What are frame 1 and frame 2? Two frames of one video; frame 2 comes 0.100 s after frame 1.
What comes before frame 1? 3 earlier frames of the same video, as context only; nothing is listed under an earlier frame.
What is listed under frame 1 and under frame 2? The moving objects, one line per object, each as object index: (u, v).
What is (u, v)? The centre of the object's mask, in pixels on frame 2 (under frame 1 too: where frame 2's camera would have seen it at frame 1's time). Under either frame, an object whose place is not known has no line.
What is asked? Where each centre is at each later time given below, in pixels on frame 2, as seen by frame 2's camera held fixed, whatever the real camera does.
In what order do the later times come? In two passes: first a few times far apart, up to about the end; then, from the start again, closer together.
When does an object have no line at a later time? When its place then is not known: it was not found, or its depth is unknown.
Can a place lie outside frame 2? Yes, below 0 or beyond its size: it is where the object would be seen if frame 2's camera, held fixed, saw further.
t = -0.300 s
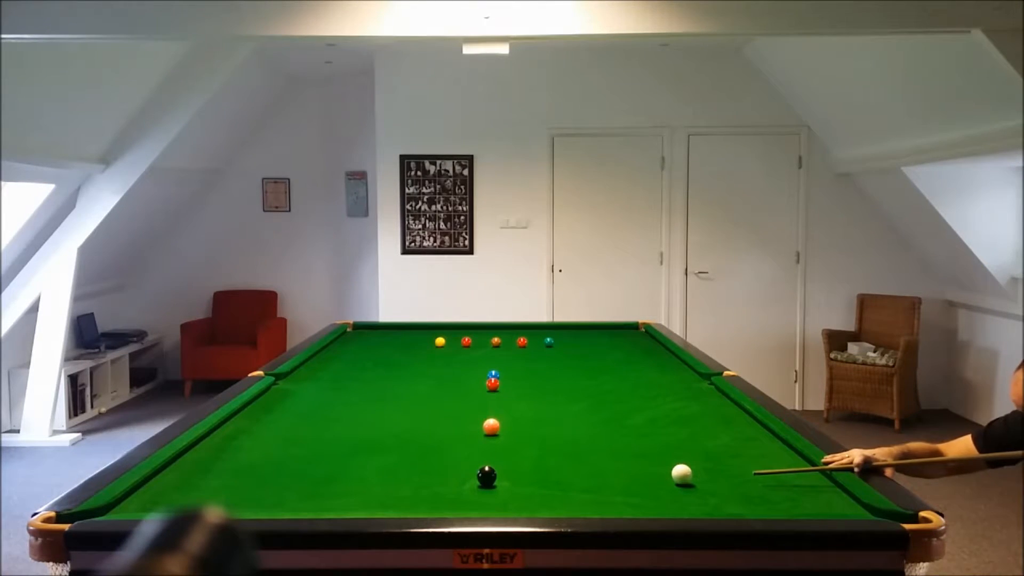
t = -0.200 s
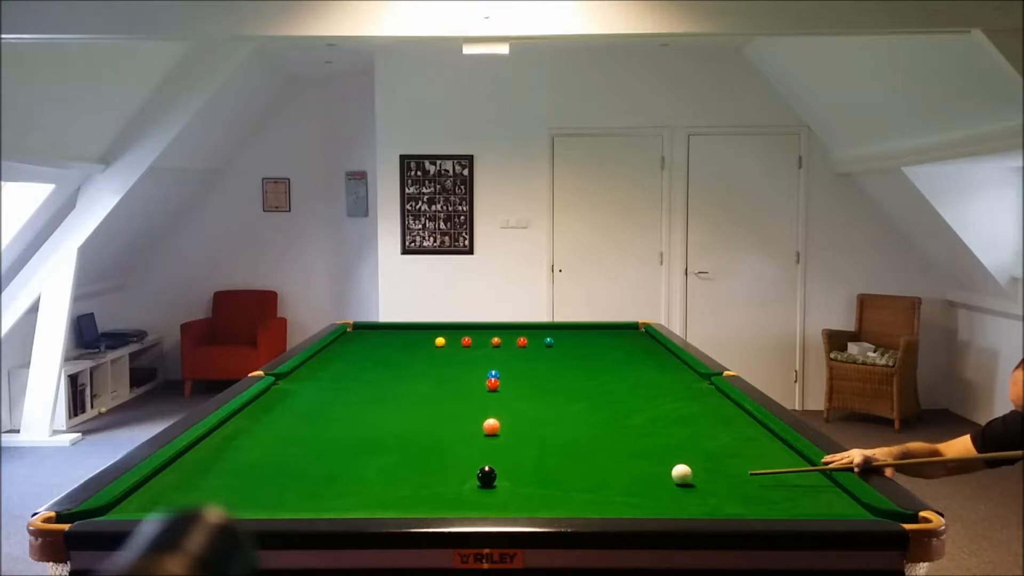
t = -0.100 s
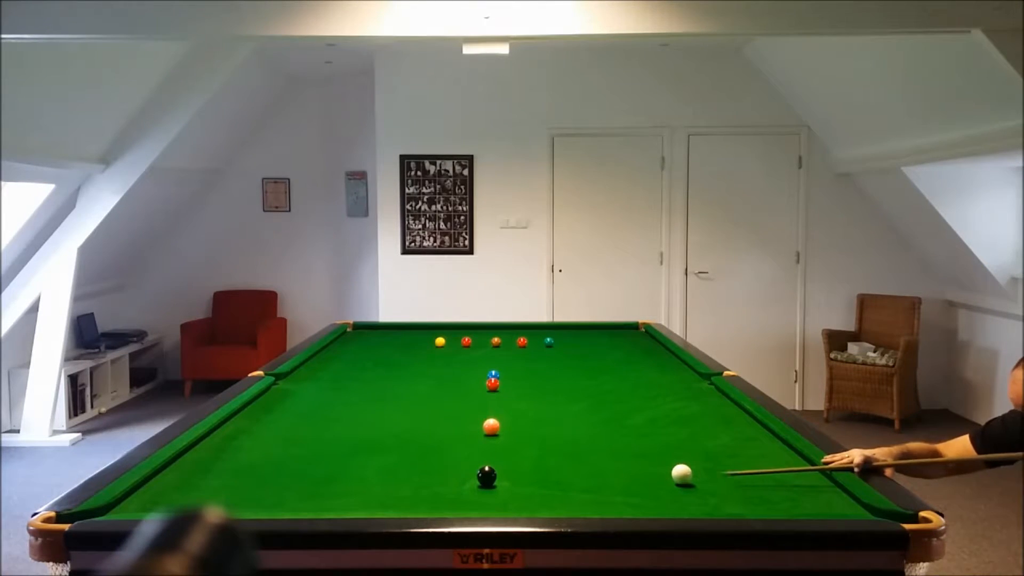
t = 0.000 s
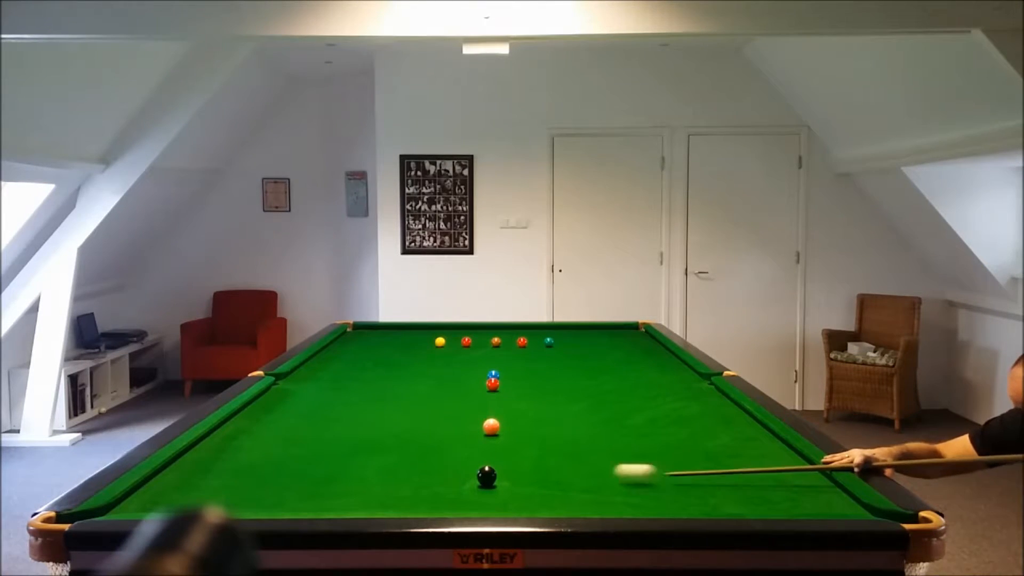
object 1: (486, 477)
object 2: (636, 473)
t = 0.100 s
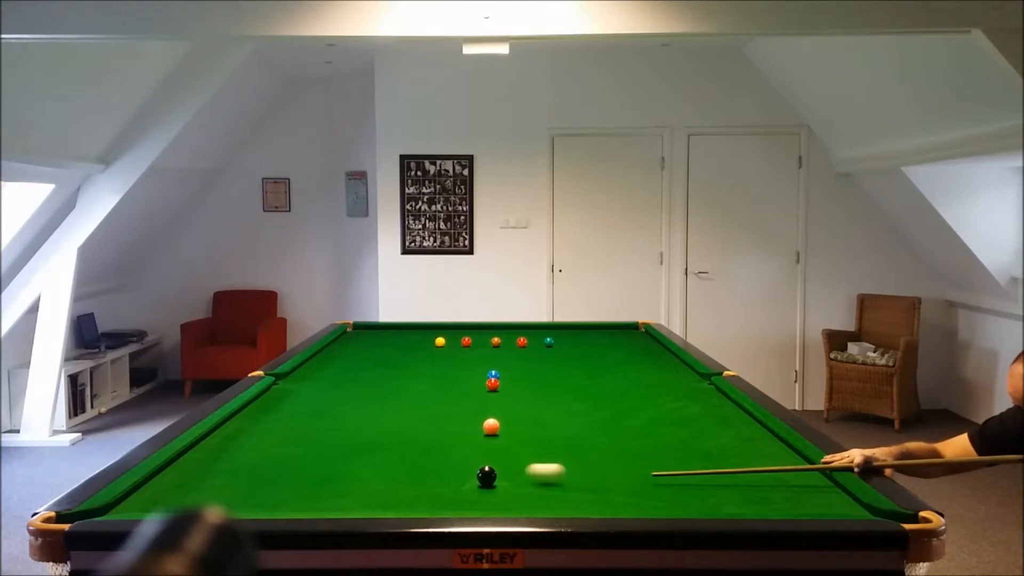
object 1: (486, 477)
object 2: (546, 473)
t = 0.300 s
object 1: (399, 487)
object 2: (480, 465)
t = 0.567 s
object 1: (267, 501)
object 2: (435, 453)
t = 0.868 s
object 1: (109, 510)
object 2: (391, 442)
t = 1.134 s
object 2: (357, 433)
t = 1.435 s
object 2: (323, 425)
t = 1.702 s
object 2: (297, 418)
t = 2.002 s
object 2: (271, 412)
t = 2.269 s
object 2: (251, 407)
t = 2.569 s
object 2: (266, 404)
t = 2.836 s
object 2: (282, 401)
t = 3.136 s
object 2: (298, 398)
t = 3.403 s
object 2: (309, 396)
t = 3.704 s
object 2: (320, 395)
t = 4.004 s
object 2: (327, 394)
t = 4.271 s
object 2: (331, 394)
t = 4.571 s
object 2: (333, 393)
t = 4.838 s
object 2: (333, 393)
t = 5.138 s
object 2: (333, 393)
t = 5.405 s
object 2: (333, 393)
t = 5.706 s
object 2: (333, 393)
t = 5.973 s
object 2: (333, 393)
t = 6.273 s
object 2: (333, 393)
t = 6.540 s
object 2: (333, 393)
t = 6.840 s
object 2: (333, 393)
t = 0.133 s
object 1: (486, 477)
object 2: (518, 473)
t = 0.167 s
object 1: (475, 478)
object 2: (503, 472)
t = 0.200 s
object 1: (456, 480)
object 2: (498, 470)
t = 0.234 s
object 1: (436, 482)
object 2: (492, 468)
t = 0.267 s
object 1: (417, 485)
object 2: (486, 467)
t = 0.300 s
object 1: (399, 487)
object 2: (480, 465)
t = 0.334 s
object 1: (382, 488)
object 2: (474, 463)
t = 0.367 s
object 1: (366, 490)
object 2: (468, 462)
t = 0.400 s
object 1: (350, 492)
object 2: (463, 460)
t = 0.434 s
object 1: (334, 494)
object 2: (457, 459)
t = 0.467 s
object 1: (317, 496)
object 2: (451, 457)
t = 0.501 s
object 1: (301, 498)
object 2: (446, 456)
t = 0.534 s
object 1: (284, 499)
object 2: (440, 454)
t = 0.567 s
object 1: (267, 501)
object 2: (435, 453)
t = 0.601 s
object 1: (252, 502)
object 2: (430, 452)
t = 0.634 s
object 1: (235, 502)
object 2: (425, 450)
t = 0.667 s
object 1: (219, 500)
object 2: (420, 449)
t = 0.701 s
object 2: (415, 448)
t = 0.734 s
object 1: (183, 507)
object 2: (410, 447)
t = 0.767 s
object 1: (164, 506)
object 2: (405, 445)
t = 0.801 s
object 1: (147, 507)
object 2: (400, 444)
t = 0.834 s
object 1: (130, 508)
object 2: (396, 443)
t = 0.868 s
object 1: (109, 510)
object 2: (391, 442)
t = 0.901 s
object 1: (92, 513)
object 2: (387, 441)
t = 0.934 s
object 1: (79, 517)
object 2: (382, 439)
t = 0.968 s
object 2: (378, 438)
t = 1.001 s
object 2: (374, 437)
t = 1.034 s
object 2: (369, 436)
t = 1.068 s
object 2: (365, 435)
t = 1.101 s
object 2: (361, 434)
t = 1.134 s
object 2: (357, 433)
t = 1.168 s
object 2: (353, 432)
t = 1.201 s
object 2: (349, 431)
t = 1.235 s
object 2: (345, 430)
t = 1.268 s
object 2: (342, 429)
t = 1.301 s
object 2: (338, 428)
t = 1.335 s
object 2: (334, 427)
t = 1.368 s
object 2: (331, 427)
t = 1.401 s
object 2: (327, 425)
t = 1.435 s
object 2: (323, 425)
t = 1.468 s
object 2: (320, 424)
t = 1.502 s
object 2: (317, 423)
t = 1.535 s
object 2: (313, 422)
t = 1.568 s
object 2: (310, 421)
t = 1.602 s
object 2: (307, 420)
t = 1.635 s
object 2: (304, 420)
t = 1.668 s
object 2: (300, 419)
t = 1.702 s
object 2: (297, 418)
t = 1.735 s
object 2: (294, 418)
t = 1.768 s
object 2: (291, 417)
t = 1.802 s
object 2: (288, 416)
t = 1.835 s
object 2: (285, 416)
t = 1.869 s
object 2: (282, 415)
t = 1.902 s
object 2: (279, 414)
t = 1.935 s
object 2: (276, 413)
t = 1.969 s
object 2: (274, 412)
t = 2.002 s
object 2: (271, 412)
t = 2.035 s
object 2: (268, 411)
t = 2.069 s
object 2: (265, 411)
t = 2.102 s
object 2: (263, 410)
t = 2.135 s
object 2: (260, 410)
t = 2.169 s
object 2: (258, 409)
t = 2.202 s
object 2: (256, 408)
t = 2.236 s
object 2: (253, 407)
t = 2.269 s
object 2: (251, 407)
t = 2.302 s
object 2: (249, 406)
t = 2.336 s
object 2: (250, 406)
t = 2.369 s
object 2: (252, 406)
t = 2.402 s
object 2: (255, 405)
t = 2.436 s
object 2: (257, 405)
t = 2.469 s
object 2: (259, 405)
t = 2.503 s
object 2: (262, 404)
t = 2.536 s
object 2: (264, 404)
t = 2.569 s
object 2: (266, 404)
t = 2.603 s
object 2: (268, 403)
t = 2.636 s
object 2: (270, 403)
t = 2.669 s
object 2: (272, 403)
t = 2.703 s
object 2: (275, 402)
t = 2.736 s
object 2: (277, 402)
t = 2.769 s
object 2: (279, 402)
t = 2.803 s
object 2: (281, 401)
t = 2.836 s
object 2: (282, 401)
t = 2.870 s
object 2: (284, 401)
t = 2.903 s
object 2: (286, 400)
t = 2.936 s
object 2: (288, 400)
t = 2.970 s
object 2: (290, 400)
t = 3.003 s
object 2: (291, 399)
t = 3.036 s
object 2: (293, 399)
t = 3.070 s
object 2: (295, 399)
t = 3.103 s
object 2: (296, 399)
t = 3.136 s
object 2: (298, 398)
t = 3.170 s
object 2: (299, 398)
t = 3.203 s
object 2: (302, 398)
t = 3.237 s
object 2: (303, 398)
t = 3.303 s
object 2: (305, 398)
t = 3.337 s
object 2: (307, 397)
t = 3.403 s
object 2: (309, 396)
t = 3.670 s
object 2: (319, 396)
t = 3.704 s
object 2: (320, 395)
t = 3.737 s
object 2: (320, 396)
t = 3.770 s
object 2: (321, 395)
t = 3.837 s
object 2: (323, 395)
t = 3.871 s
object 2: (324, 395)
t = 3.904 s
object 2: (325, 394)
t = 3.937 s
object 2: (325, 394)
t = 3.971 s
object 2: (326, 394)
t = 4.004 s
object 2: (327, 394)
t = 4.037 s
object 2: (327, 394)
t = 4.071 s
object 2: (328, 394)
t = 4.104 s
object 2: (328, 394)
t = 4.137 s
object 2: (329, 394)
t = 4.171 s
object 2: (329, 394)
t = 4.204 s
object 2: (330, 394)
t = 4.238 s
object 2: (330, 394)
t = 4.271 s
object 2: (331, 394)
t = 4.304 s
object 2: (331, 394)
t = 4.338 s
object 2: (331, 394)
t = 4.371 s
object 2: (332, 393)
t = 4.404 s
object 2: (332, 393)
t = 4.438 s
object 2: (332, 393)
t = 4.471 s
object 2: (332, 393)
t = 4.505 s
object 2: (333, 393)
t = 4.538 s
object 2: (333, 393)
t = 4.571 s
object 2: (333, 393)
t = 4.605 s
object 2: (333, 393)
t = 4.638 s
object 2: (333, 393)
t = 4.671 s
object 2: (333, 393)
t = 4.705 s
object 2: (333, 393)
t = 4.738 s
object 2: (333, 393)
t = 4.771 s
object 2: (333, 393)
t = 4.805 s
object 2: (333, 393)
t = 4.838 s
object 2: (333, 393)
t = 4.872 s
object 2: (333, 393)
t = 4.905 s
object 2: (333, 393)
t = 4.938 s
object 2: (333, 393)
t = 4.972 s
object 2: (333, 393)
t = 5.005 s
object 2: (333, 393)
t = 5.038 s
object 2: (333, 393)
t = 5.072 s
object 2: (333, 393)
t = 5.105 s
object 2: (333, 393)
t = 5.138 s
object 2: (333, 393)
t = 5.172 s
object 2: (333, 393)
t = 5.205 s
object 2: (333, 393)
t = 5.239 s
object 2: (333, 393)
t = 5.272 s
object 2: (333, 393)
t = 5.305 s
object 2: (333, 393)
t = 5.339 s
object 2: (333, 393)
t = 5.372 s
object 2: (333, 393)
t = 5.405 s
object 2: (333, 393)
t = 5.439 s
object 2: (333, 393)
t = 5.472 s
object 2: (333, 393)
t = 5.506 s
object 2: (333, 393)
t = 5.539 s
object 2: (333, 393)
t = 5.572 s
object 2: (333, 393)
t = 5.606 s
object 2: (333, 393)
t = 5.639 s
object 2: (333, 393)
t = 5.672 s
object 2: (333, 393)
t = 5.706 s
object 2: (333, 393)
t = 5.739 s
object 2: (333, 393)
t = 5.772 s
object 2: (333, 393)
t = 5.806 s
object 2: (333, 393)
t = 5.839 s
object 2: (333, 393)
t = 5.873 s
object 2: (333, 393)
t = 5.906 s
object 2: (333, 393)
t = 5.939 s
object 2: (333, 393)
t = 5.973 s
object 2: (333, 393)
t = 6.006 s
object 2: (333, 393)
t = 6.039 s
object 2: (333, 393)
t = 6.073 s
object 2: (333, 393)
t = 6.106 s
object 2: (333, 393)
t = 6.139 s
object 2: (333, 393)
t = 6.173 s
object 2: (333, 393)
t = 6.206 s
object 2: (333, 393)
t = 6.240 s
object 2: (333, 393)
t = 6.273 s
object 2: (333, 393)
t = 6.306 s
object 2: (333, 393)
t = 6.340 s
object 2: (333, 393)
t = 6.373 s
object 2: (333, 393)
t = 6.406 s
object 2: (333, 393)
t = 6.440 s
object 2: (333, 393)
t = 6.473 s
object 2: (333, 393)
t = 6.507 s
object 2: (333, 393)
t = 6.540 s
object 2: (333, 393)
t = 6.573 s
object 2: (333, 393)
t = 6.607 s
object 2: (333, 393)
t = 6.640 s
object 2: (333, 393)
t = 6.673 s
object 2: (333, 393)
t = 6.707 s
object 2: (333, 393)
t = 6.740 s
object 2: (333, 393)
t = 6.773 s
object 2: (333, 393)
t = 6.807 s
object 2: (333, 393)
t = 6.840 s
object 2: (333, 393)
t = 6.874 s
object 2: (333, 393)
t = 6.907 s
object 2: (333, 393)
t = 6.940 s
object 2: (333, 393)
